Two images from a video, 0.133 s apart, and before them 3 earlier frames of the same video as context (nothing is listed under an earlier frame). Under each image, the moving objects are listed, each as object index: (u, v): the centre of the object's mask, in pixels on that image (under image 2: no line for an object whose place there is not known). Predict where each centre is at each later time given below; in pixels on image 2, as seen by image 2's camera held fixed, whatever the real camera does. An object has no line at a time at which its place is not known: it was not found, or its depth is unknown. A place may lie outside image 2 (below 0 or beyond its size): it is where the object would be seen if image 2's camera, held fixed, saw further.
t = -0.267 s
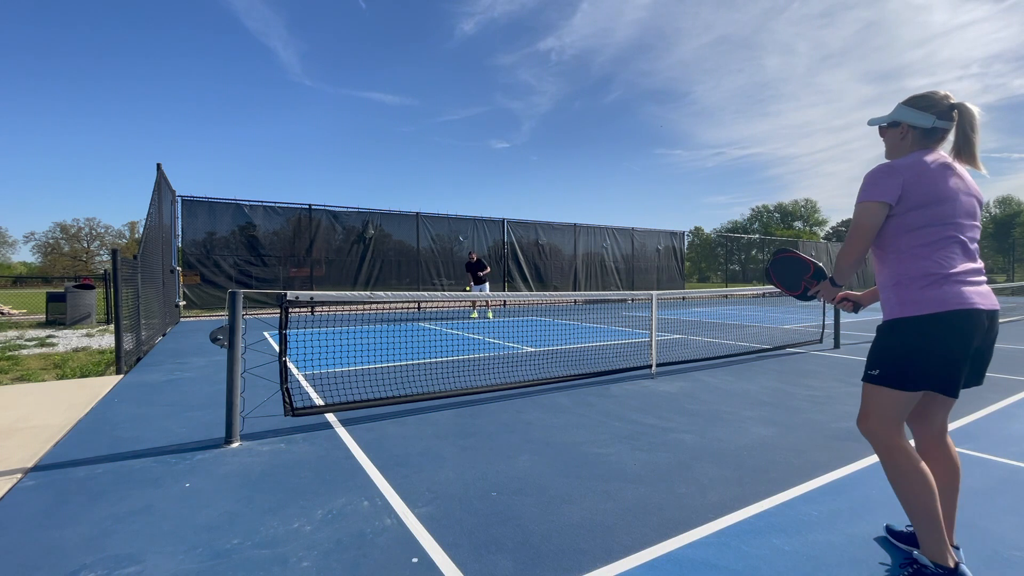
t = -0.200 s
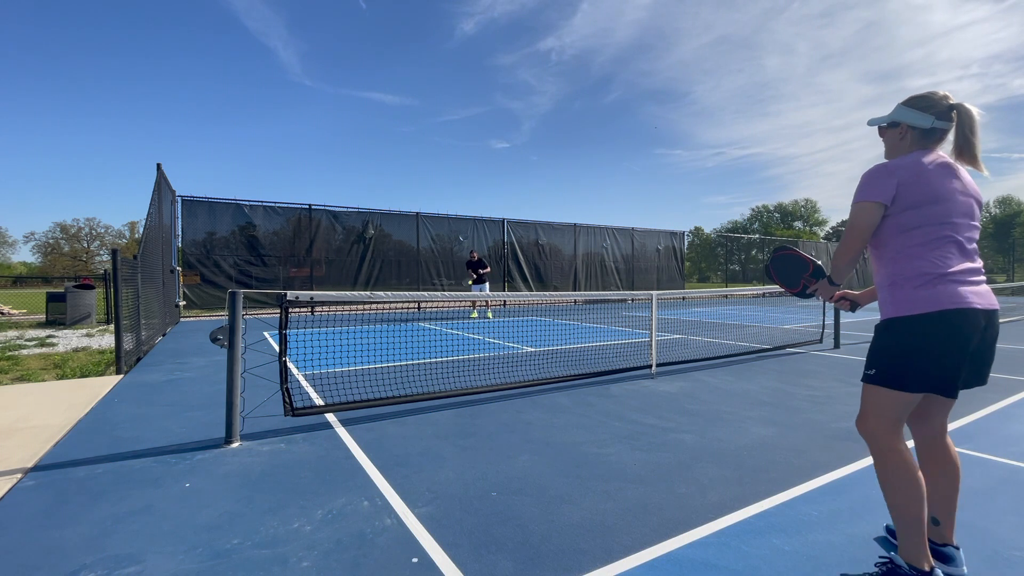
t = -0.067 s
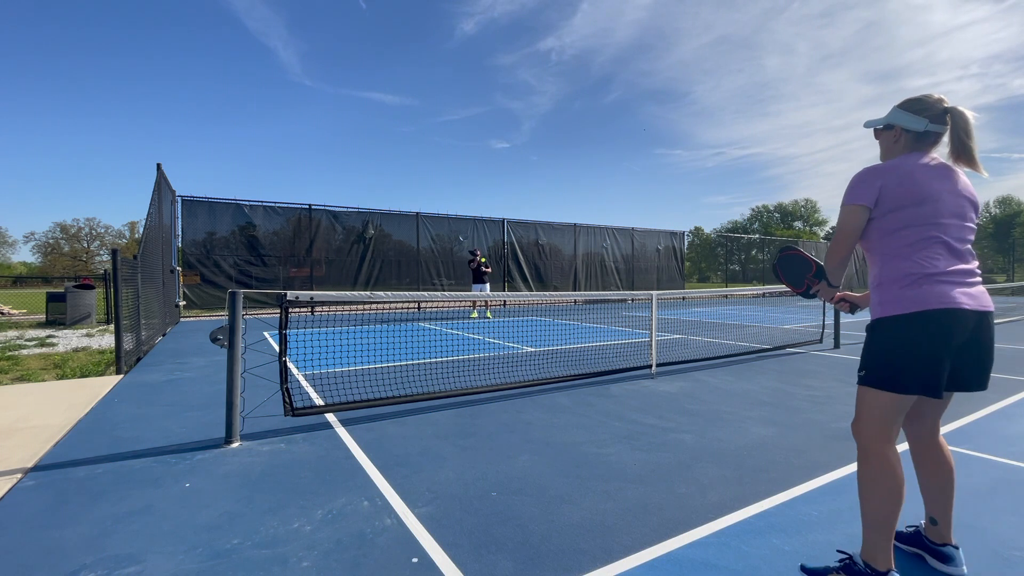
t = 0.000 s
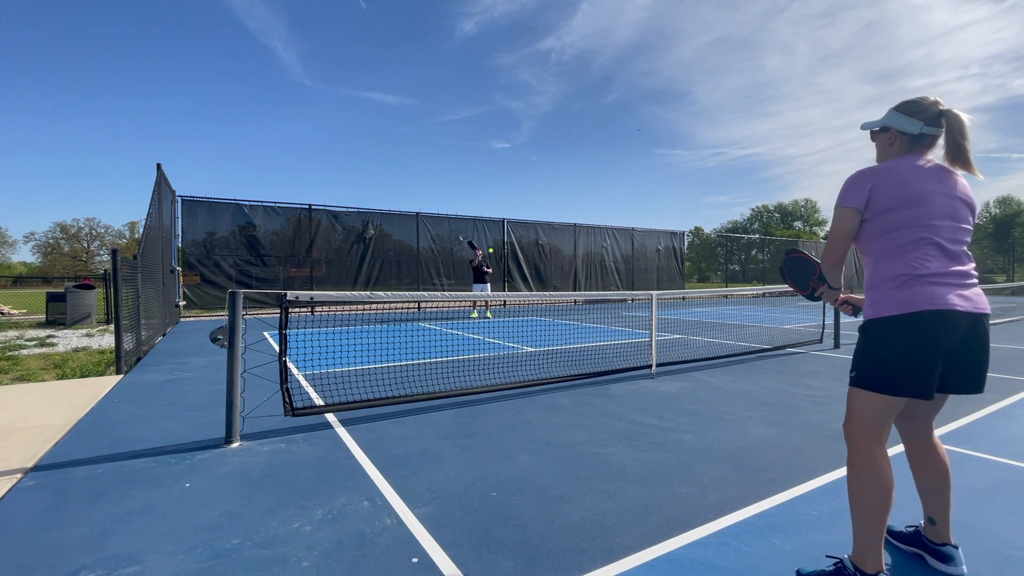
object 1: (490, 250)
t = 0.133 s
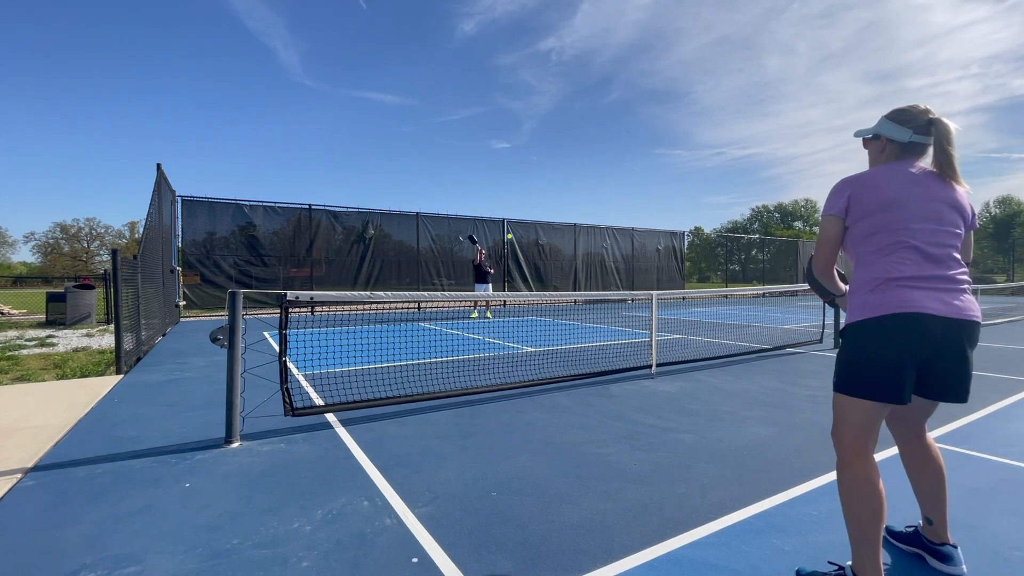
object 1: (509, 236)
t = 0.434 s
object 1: (572, 240)
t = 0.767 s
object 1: (716, 389)
